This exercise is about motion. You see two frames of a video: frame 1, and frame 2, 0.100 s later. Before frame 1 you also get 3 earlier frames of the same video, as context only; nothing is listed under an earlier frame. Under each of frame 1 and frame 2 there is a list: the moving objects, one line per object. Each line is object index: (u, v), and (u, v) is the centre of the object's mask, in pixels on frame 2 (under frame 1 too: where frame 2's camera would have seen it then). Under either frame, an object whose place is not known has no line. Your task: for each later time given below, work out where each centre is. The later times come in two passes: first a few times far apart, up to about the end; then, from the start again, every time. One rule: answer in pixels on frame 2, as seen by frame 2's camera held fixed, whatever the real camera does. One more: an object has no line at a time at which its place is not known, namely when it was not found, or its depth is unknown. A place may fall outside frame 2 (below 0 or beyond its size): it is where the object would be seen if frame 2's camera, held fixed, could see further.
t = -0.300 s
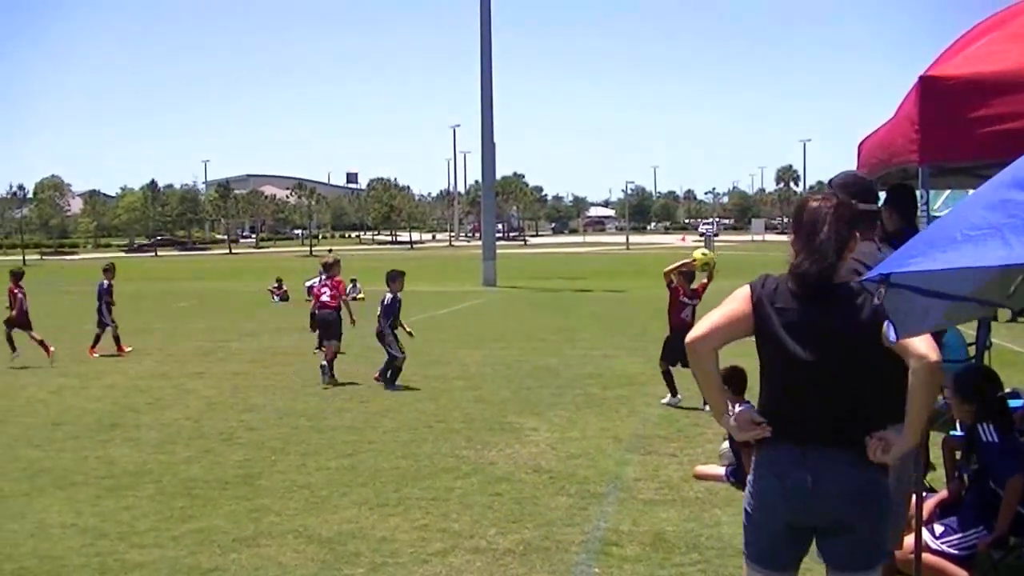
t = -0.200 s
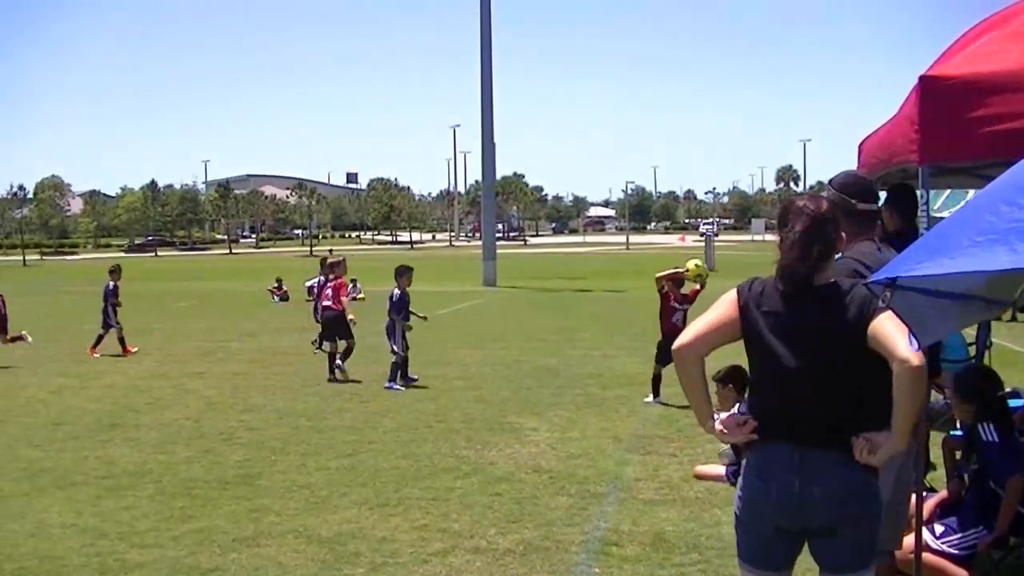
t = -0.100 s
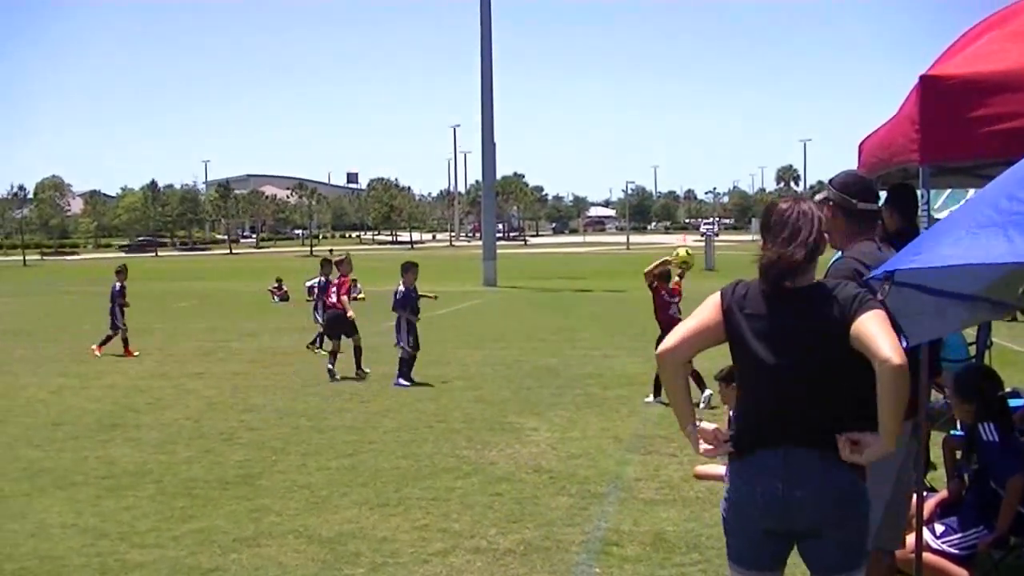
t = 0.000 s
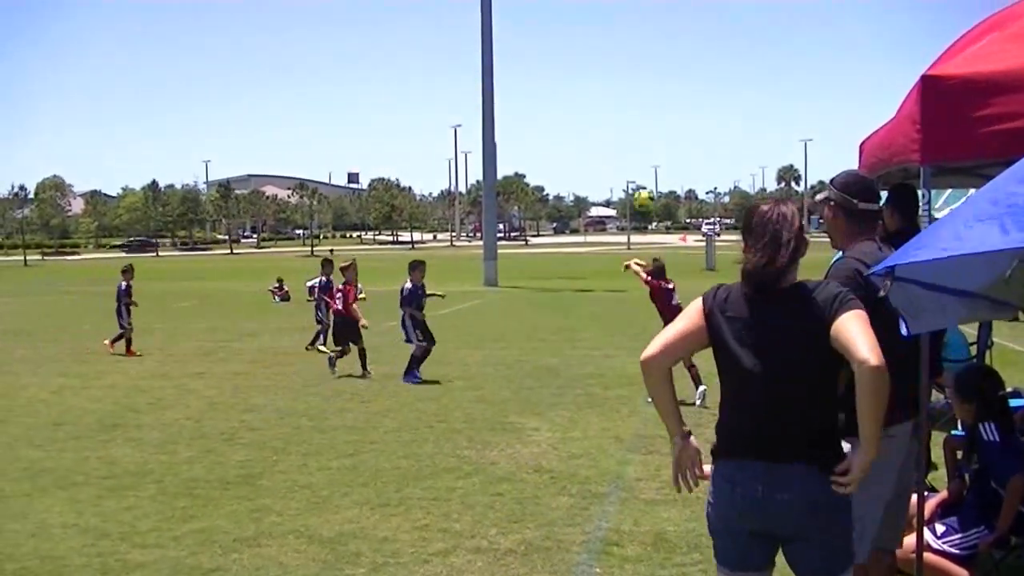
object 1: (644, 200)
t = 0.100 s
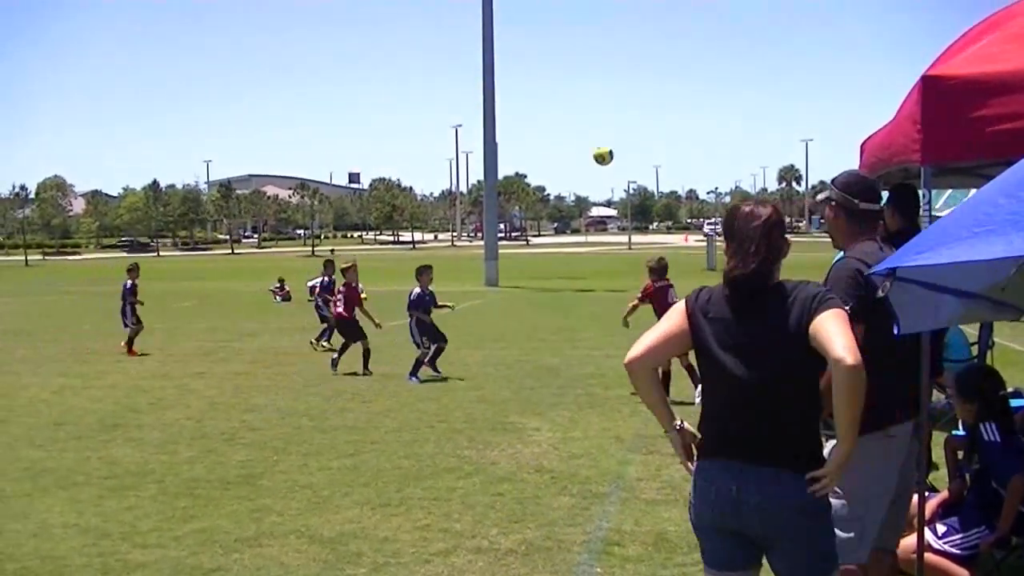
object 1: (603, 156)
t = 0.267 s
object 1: (541, 112)
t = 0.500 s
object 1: (467, 99)
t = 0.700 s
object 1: (413, 127)
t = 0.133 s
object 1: (590, 144)
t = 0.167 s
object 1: (577, 134)
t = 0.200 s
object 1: (565, 124)
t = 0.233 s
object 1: (553, 117)
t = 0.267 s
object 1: (541, 112)
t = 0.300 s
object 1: (529, 106)
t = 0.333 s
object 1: (518, 103)
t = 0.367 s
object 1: (507, 99)
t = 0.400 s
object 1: (496, 97)
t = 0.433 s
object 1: (486, 96)
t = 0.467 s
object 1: (476, 97)
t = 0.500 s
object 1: (467, 99)
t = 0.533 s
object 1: (458, 101)
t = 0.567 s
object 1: (448, 105)
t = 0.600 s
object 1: (439, 109)
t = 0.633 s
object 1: (430, 114)
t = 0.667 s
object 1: (422, 120)
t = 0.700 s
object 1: (413, 127)
